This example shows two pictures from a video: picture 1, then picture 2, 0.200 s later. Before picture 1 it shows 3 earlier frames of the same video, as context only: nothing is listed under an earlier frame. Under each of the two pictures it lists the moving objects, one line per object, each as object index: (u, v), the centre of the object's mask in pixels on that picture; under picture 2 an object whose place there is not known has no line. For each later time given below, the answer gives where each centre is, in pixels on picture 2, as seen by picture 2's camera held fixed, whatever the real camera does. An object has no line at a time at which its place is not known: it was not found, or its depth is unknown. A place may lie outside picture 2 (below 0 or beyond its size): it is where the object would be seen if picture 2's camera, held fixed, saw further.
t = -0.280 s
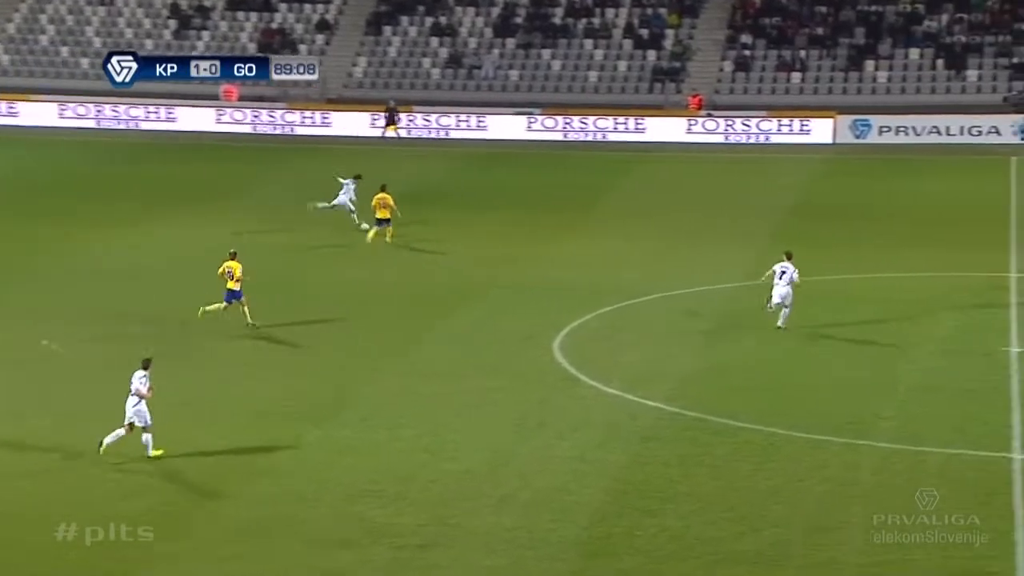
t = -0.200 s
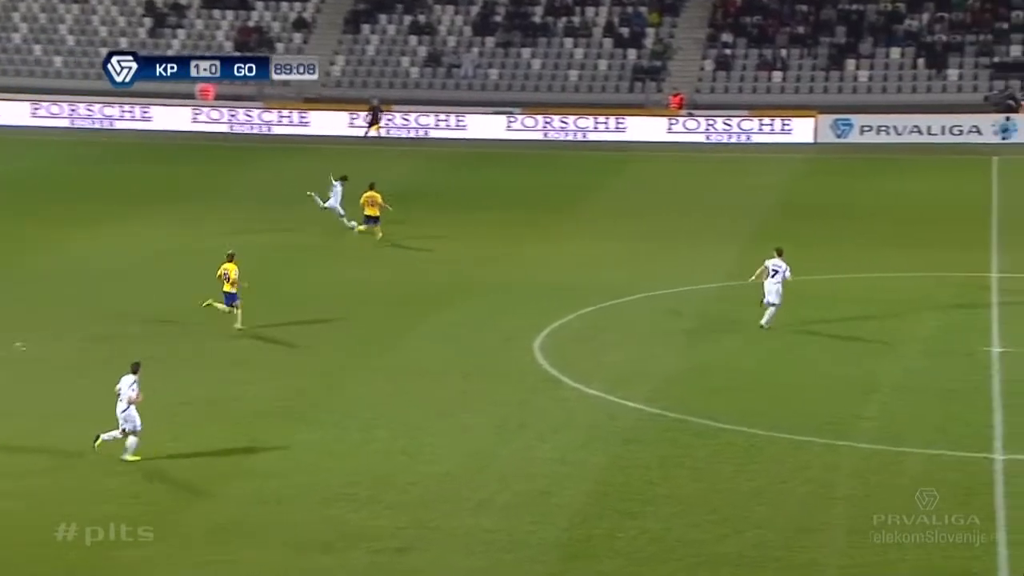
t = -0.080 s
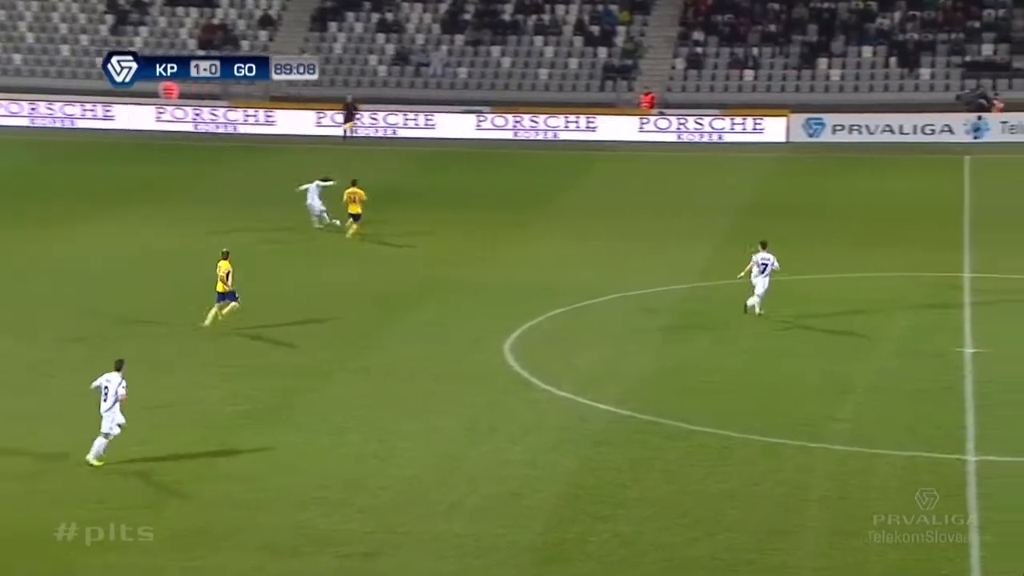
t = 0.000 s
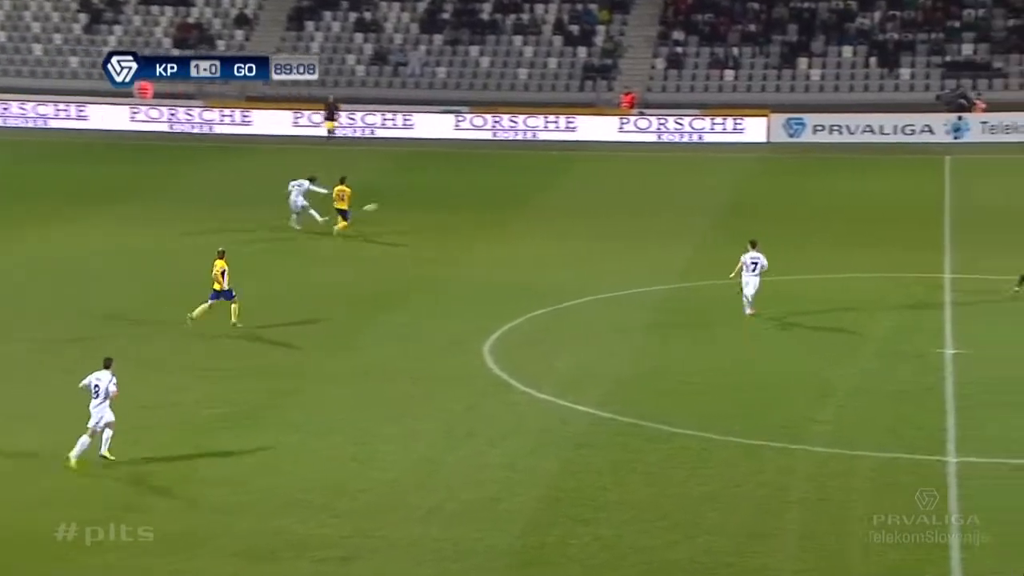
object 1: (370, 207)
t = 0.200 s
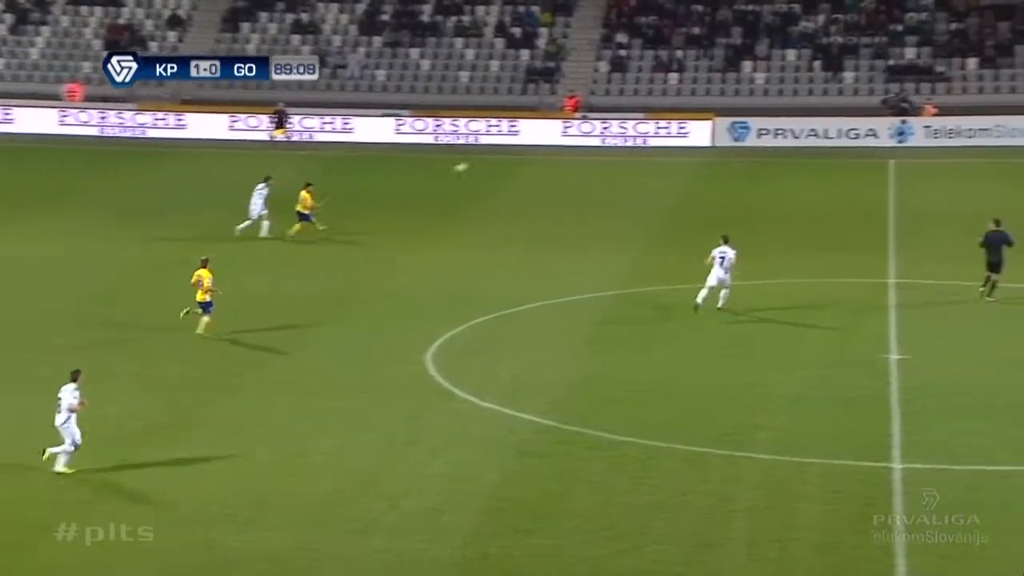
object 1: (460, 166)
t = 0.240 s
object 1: (492, 158)
